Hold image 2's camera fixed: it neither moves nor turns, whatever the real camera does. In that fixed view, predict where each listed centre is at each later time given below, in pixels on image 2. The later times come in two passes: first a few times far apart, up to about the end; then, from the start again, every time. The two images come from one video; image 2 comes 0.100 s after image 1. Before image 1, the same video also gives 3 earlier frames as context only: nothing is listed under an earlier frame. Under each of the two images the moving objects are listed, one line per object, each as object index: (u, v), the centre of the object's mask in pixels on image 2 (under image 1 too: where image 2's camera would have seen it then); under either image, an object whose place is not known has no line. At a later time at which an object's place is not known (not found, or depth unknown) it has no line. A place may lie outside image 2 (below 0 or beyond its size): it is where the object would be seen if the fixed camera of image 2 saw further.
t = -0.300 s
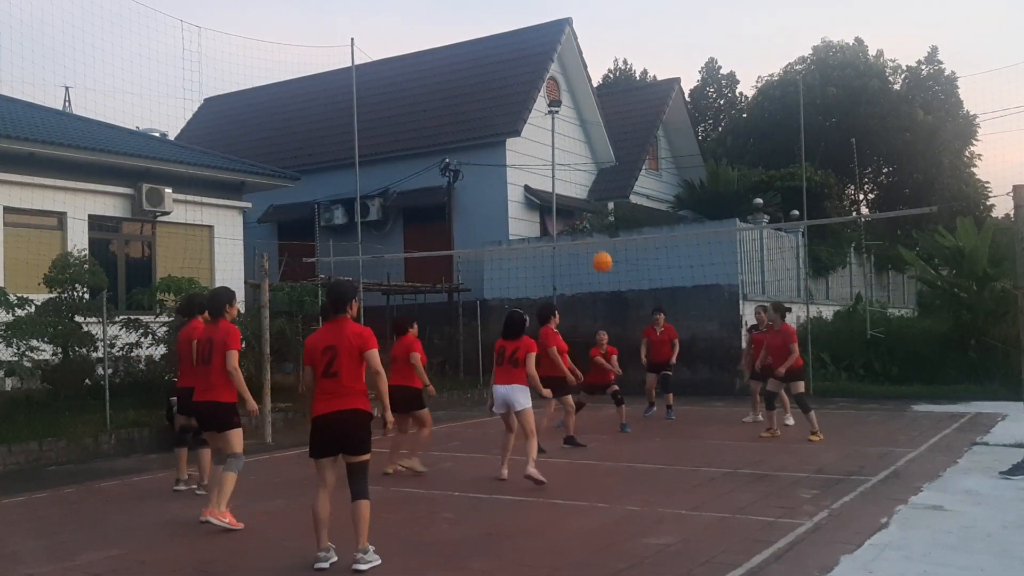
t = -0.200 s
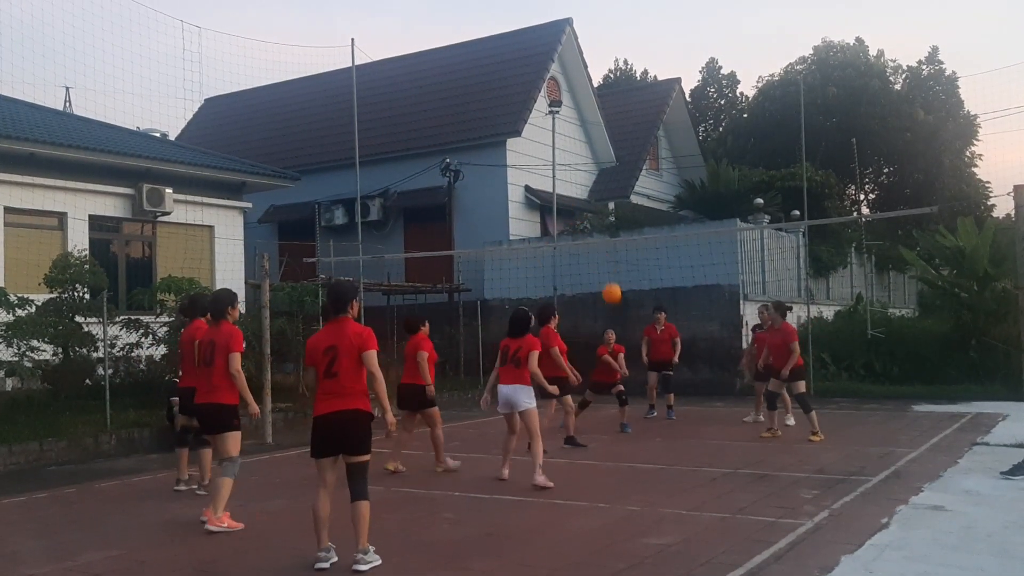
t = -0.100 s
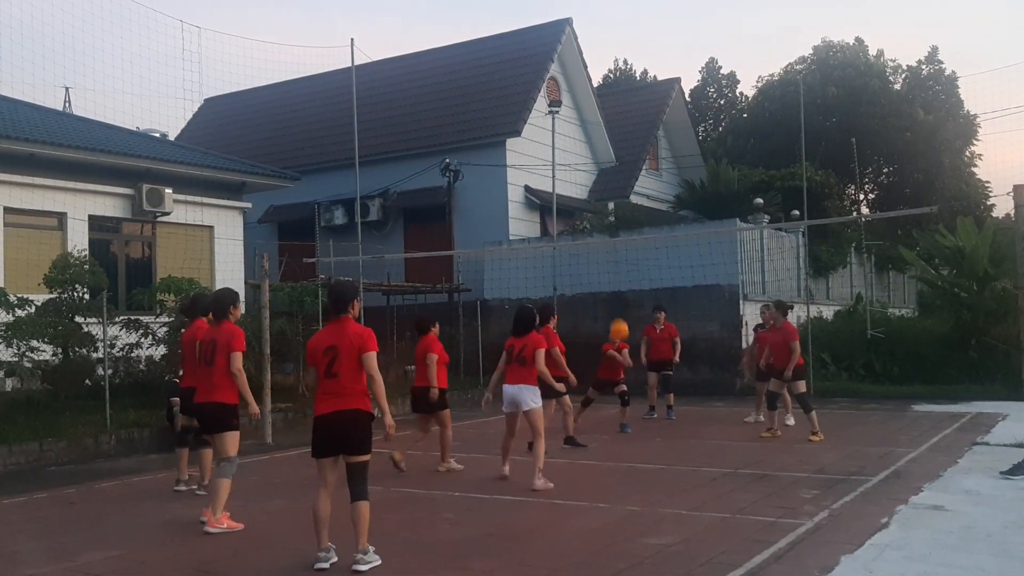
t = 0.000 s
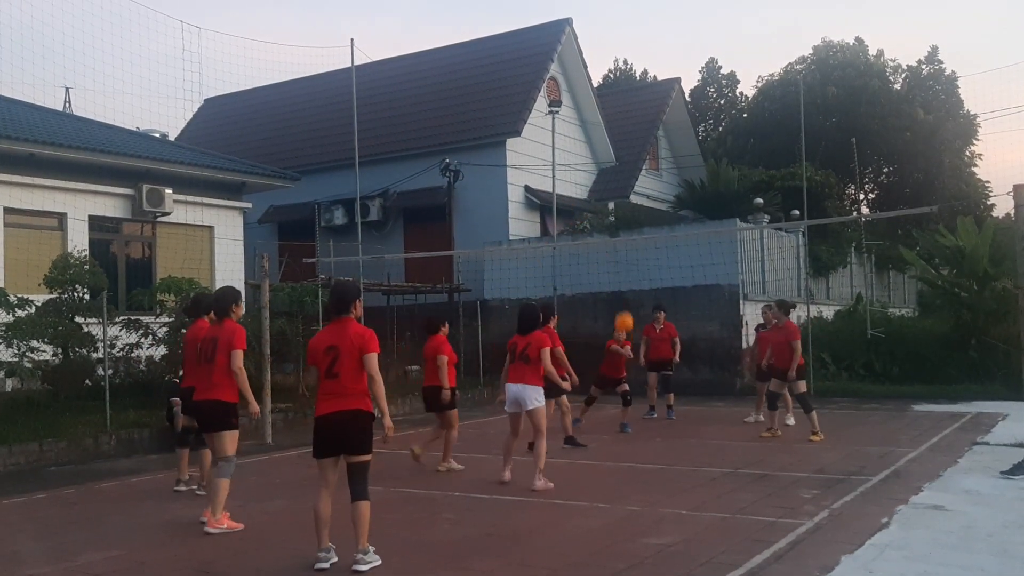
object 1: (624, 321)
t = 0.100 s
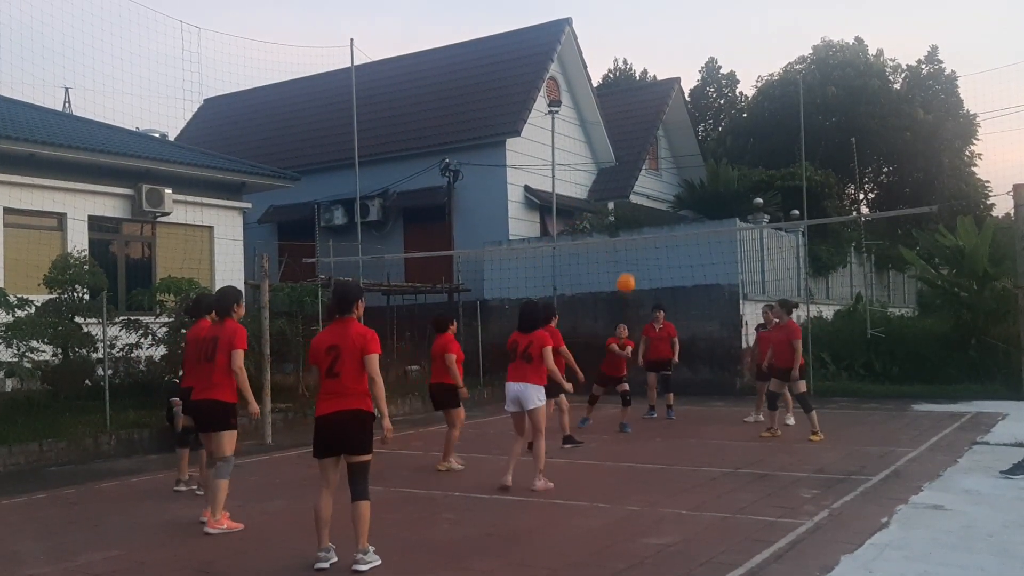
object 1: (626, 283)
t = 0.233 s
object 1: (629, 245)
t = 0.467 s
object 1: (635, 208)
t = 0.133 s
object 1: (626, 272)
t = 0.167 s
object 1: (627, 262)
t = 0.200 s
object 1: (628, 253)
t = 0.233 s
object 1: (629, 245)
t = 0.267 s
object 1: (629, 235)
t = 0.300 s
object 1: (630, 228)
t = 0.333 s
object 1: (630, 223)
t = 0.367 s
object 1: (631, 218)
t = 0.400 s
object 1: (632, 214)
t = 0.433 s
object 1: (633, 210)
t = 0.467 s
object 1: (635, 208)
